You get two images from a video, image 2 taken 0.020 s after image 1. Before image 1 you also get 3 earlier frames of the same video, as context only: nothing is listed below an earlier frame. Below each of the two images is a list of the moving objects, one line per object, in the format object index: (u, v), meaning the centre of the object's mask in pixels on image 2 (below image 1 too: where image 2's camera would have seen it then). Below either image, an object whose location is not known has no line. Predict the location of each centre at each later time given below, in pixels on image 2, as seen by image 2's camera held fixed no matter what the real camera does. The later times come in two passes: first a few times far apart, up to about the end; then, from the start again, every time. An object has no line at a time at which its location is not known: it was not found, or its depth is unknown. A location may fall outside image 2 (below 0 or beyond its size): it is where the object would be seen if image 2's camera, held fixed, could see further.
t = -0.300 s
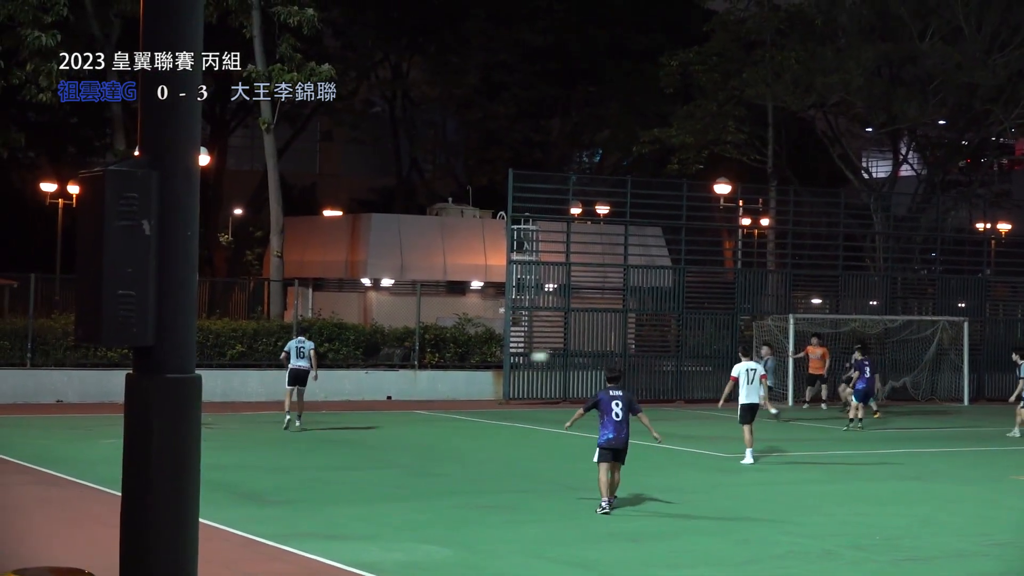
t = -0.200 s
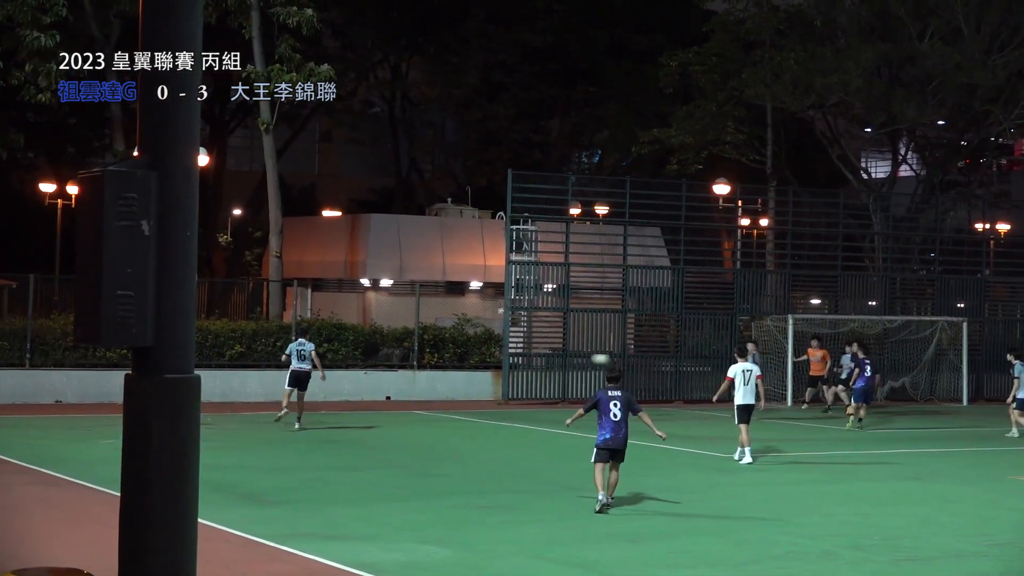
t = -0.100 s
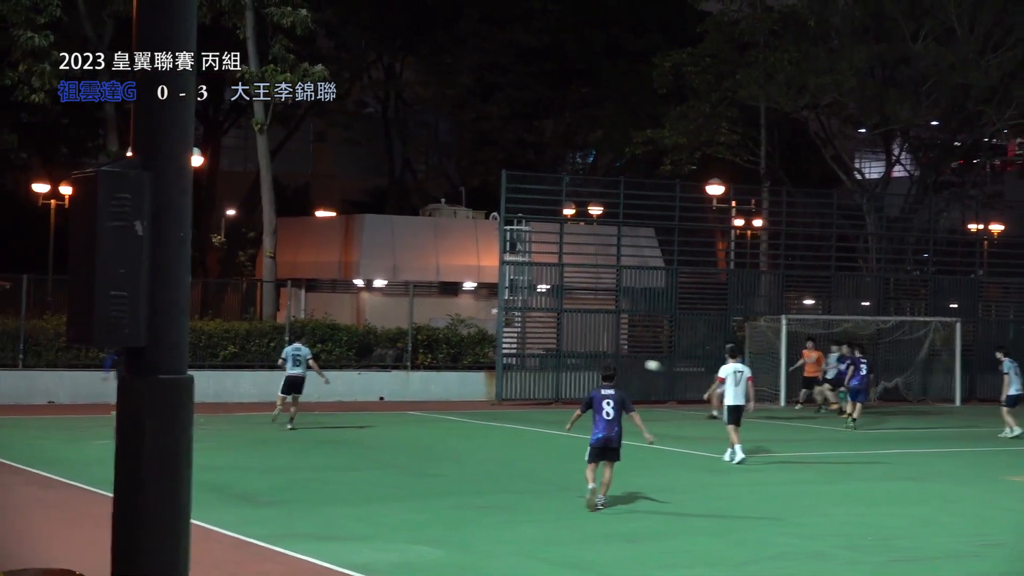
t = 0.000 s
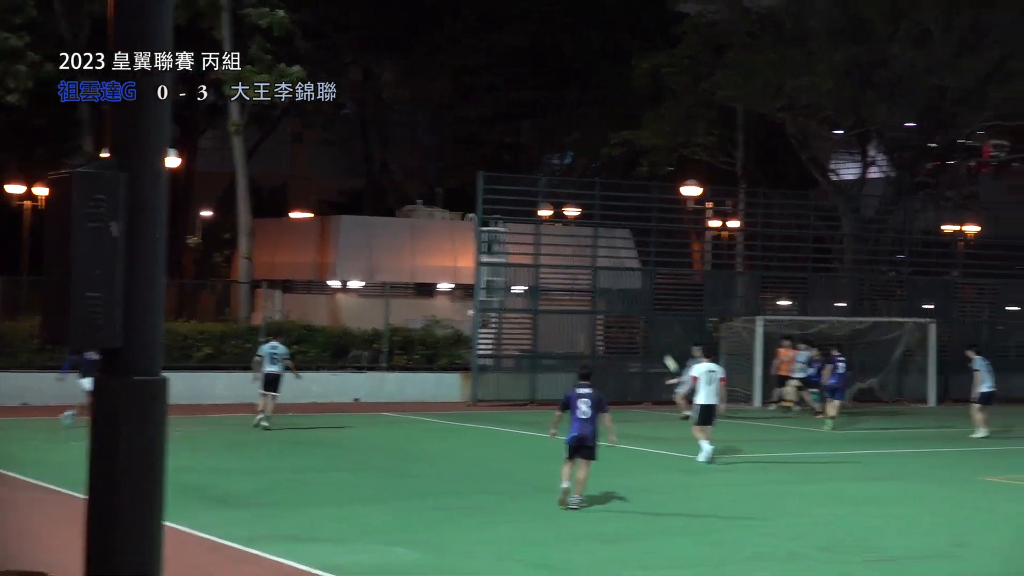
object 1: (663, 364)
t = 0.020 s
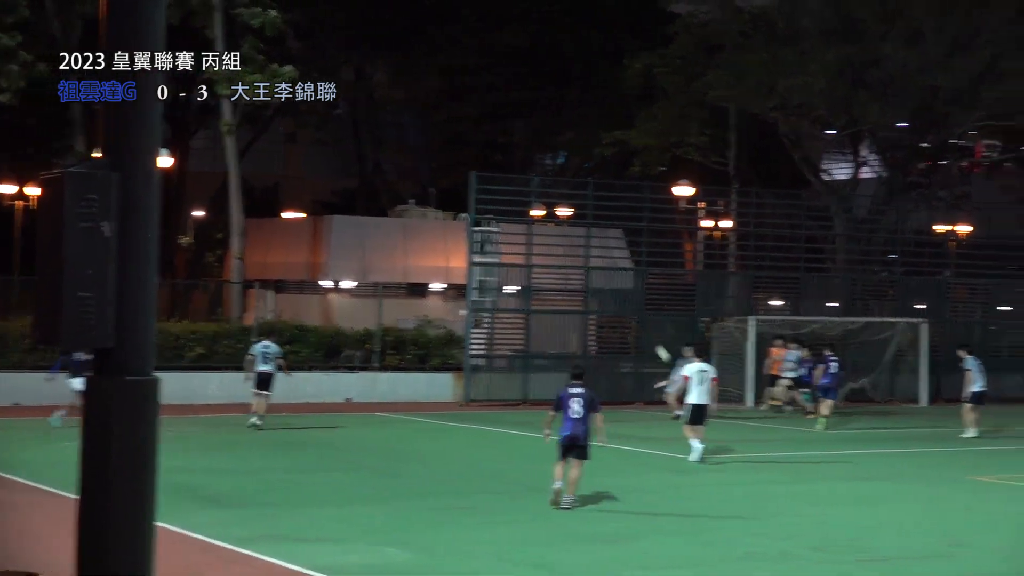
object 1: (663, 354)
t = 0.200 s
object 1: (663, 273)
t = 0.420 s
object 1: (663, 197)
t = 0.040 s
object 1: (663, 344)
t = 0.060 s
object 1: (663, 335)
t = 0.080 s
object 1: (663, 325)
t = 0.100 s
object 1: (663, 316)
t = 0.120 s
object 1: (663, 307)
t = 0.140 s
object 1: (663, 298)
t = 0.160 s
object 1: (663, 290)
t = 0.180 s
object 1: (663, 281)
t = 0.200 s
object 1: (663, 273)
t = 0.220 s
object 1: (663, 265)
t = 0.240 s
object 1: (663, 258)
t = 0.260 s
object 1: (663, 250)
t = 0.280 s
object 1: (663, 243)
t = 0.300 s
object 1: (663, 236)
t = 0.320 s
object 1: (663, 229)
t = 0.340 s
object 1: (663, 222)
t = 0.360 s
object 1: (663, 215)
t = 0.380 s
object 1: (664, 209)
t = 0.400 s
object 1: (663, 203)
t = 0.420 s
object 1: (663, 197)
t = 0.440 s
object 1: (663, 191)
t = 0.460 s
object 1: (664, 185)
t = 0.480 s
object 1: (664, 180)
